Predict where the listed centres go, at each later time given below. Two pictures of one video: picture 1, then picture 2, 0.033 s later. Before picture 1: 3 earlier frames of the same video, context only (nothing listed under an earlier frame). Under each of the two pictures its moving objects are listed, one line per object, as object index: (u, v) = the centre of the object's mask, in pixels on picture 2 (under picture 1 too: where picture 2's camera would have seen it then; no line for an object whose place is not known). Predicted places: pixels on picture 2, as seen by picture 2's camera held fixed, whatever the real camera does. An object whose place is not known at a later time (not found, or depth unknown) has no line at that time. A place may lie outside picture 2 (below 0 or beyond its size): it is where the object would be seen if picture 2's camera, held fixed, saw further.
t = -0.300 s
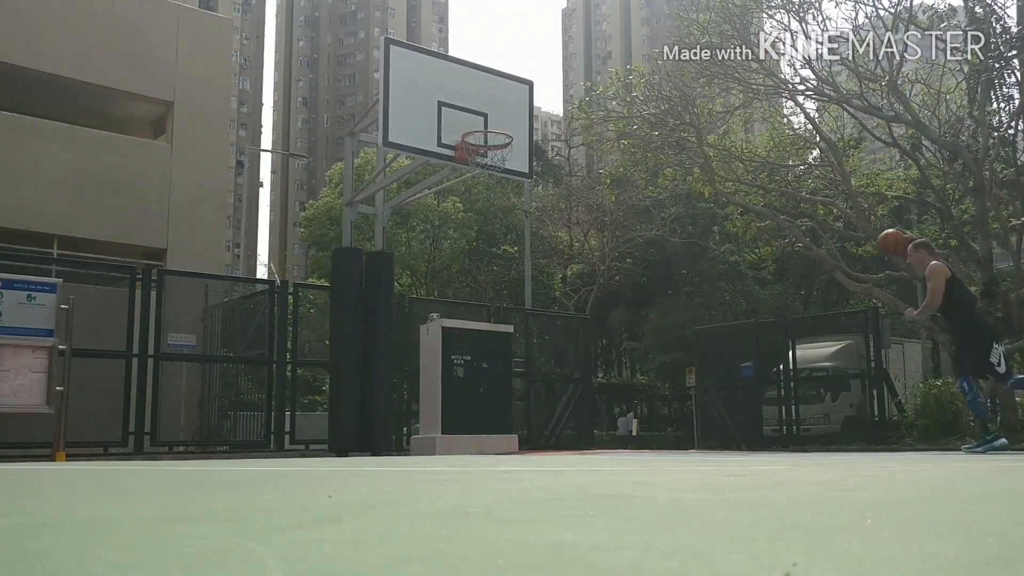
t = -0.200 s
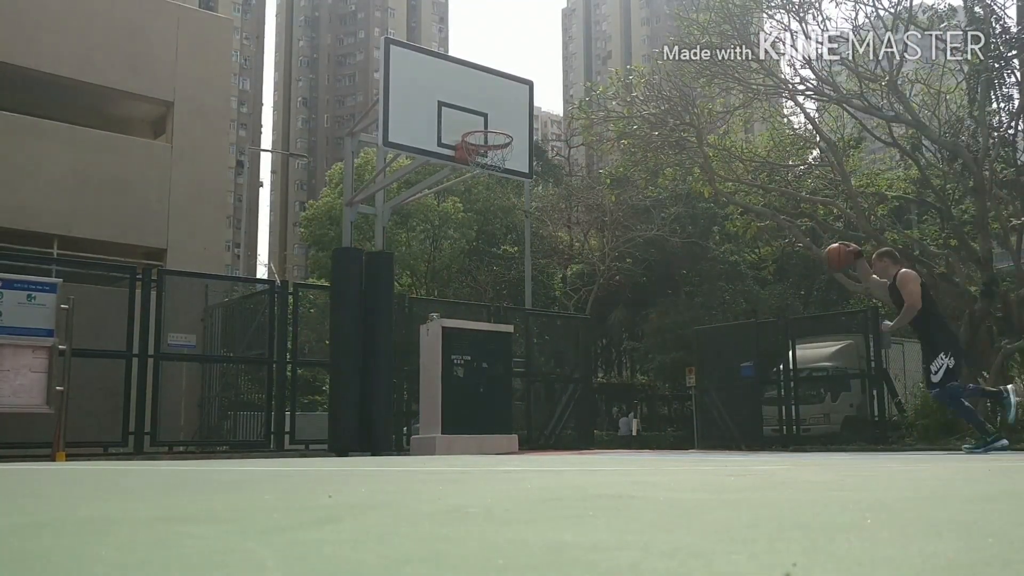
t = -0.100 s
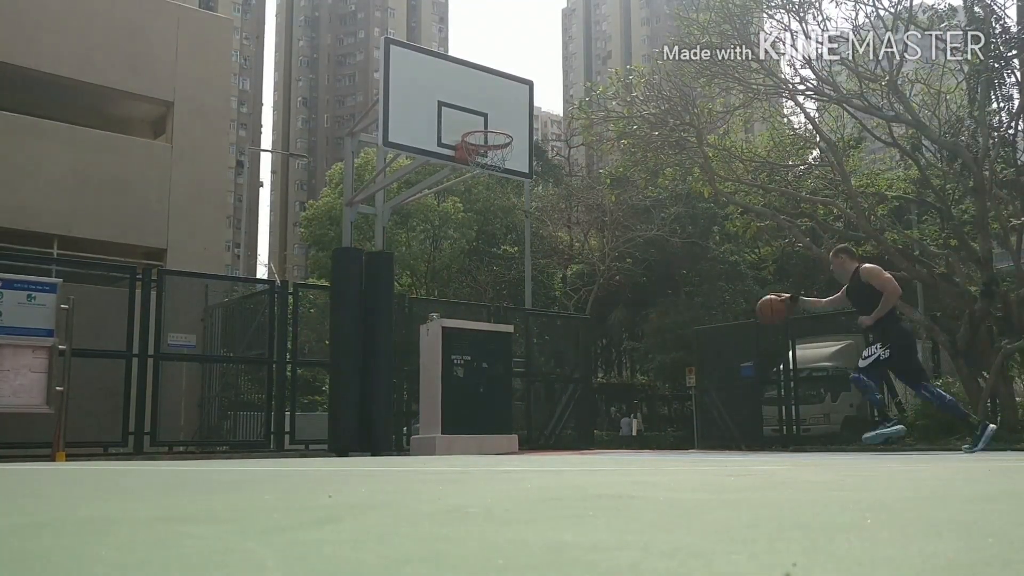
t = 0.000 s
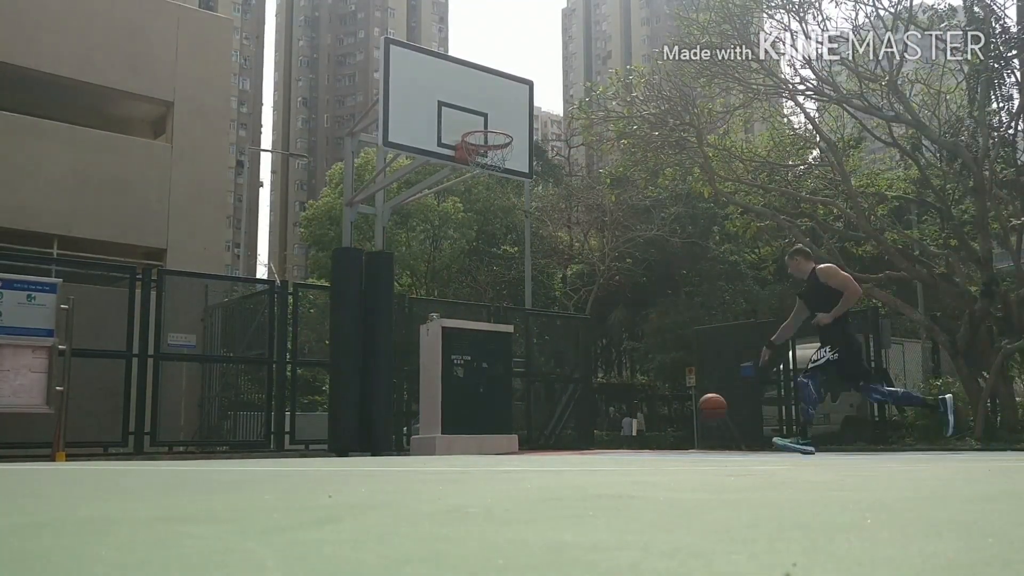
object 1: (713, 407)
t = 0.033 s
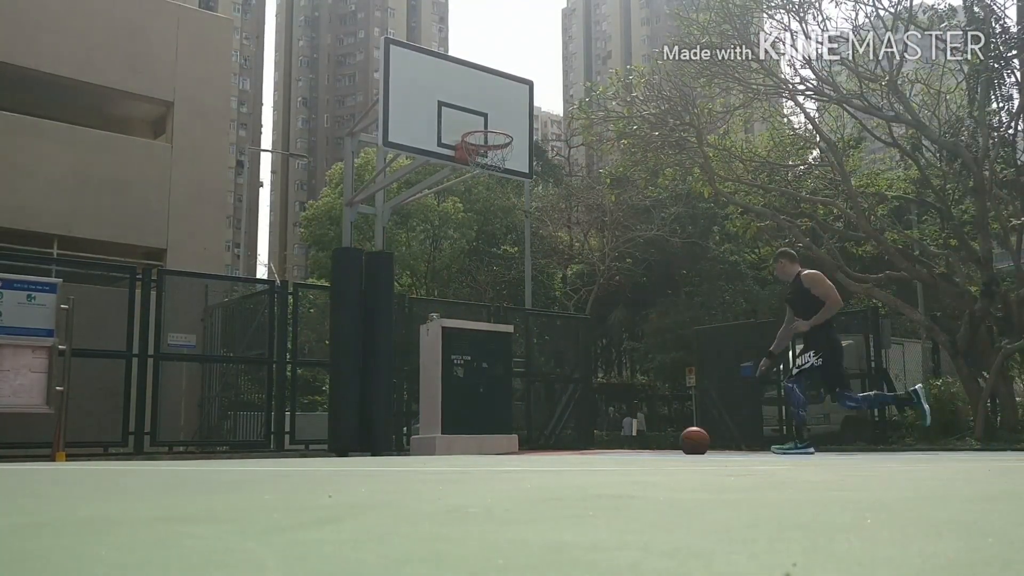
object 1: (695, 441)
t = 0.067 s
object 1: (687, 413)
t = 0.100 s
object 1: (681, 386)
